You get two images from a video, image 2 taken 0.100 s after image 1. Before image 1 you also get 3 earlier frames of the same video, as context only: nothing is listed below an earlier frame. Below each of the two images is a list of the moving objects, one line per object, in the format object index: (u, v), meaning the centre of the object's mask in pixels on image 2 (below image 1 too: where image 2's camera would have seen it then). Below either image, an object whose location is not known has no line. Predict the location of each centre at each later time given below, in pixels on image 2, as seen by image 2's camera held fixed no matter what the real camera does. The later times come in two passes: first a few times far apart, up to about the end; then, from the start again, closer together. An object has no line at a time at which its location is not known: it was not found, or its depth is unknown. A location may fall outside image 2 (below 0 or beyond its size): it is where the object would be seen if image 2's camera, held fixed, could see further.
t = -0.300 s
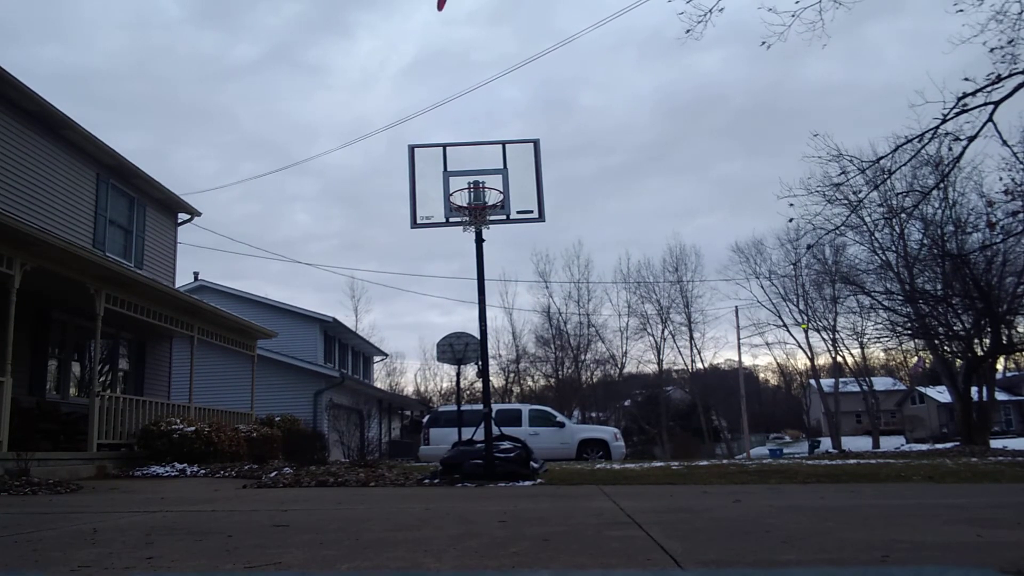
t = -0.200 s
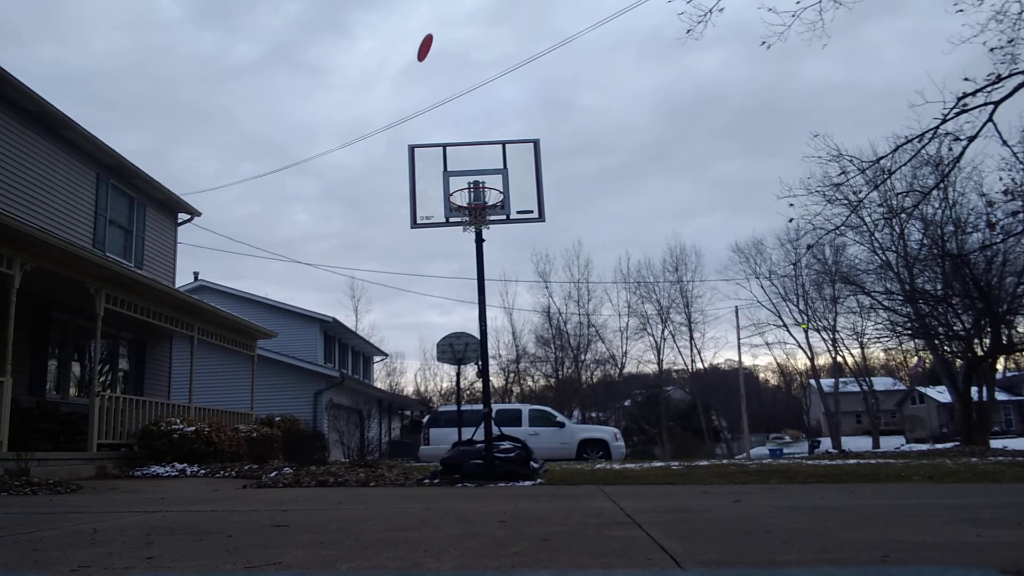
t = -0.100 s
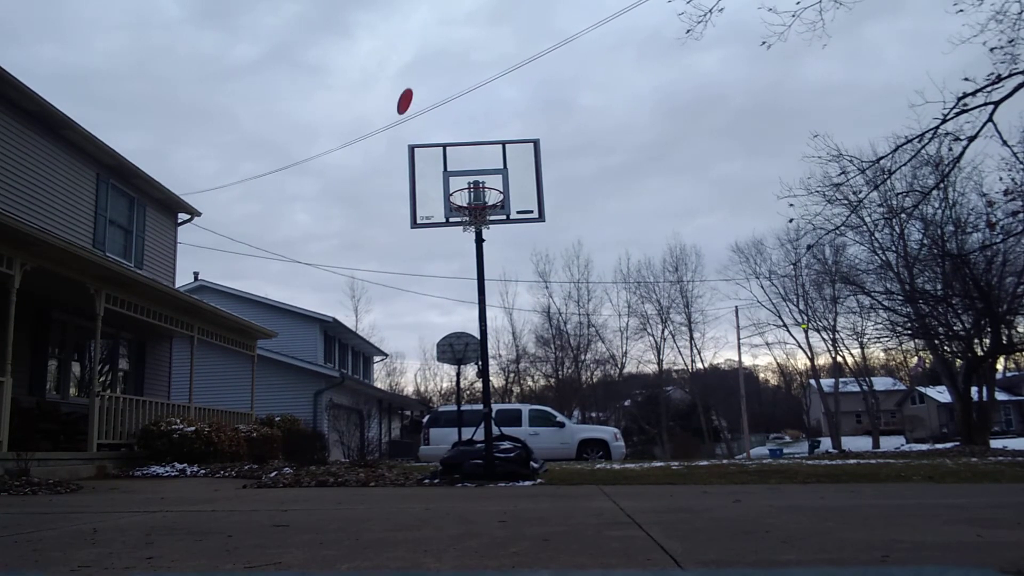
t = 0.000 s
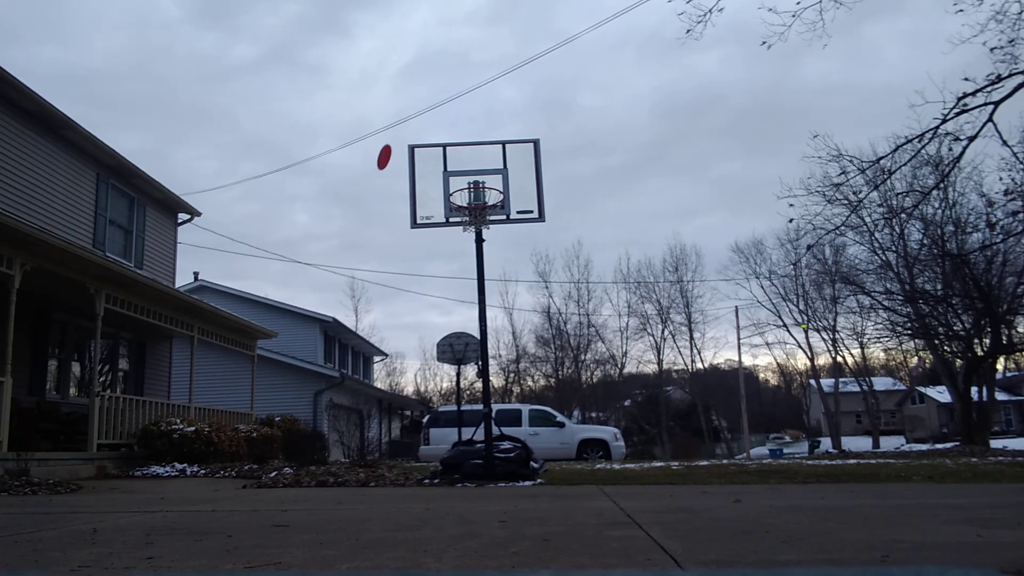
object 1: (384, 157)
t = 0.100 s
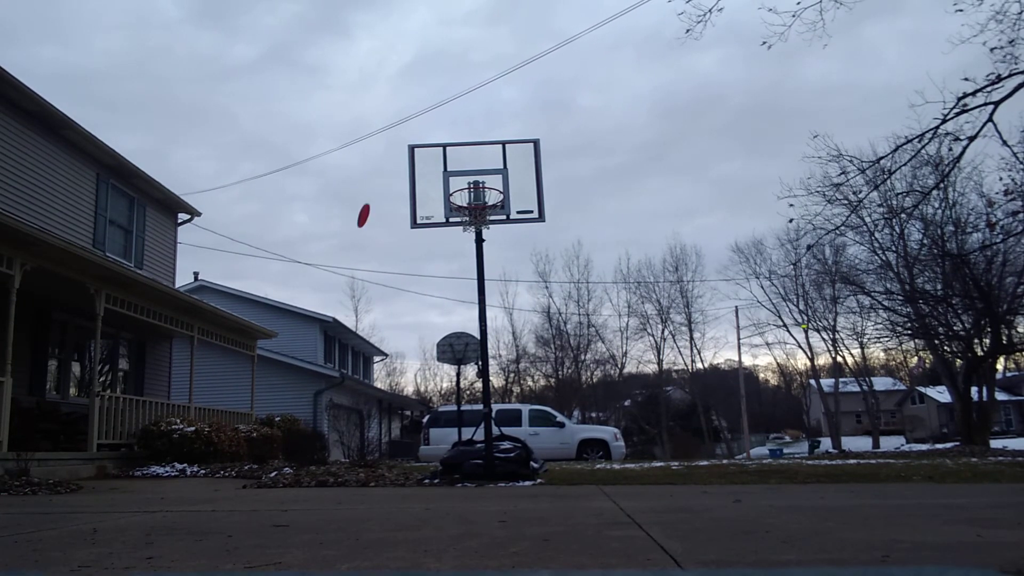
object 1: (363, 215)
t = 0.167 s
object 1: (349, 255)
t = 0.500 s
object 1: (270, 461)
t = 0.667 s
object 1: (257, 462)
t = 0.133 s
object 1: (356, 235)
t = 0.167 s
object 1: (349, 255)
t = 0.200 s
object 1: (341, 275)
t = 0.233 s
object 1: (333, 295)
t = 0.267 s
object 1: (325, 317)
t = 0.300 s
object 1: (318, 337)
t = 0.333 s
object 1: (309, 358)
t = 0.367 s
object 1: (301, 379)
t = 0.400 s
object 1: (293, 401)
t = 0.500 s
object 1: (270, 461)
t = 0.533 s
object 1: (267, 462)
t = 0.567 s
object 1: (264, 463)
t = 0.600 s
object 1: (262, 462)
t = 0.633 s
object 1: (259, 462)
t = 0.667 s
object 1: (257, 462)
